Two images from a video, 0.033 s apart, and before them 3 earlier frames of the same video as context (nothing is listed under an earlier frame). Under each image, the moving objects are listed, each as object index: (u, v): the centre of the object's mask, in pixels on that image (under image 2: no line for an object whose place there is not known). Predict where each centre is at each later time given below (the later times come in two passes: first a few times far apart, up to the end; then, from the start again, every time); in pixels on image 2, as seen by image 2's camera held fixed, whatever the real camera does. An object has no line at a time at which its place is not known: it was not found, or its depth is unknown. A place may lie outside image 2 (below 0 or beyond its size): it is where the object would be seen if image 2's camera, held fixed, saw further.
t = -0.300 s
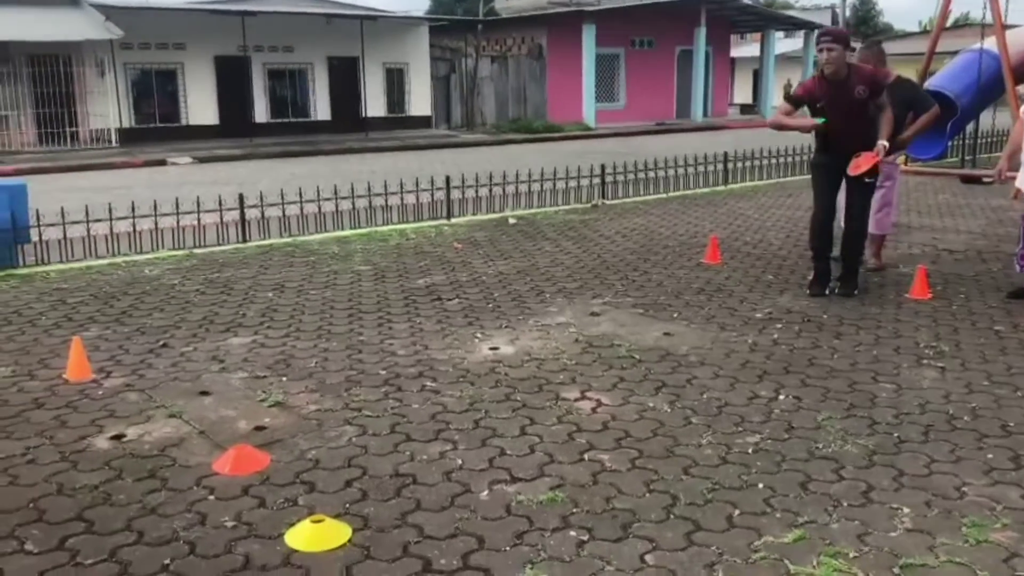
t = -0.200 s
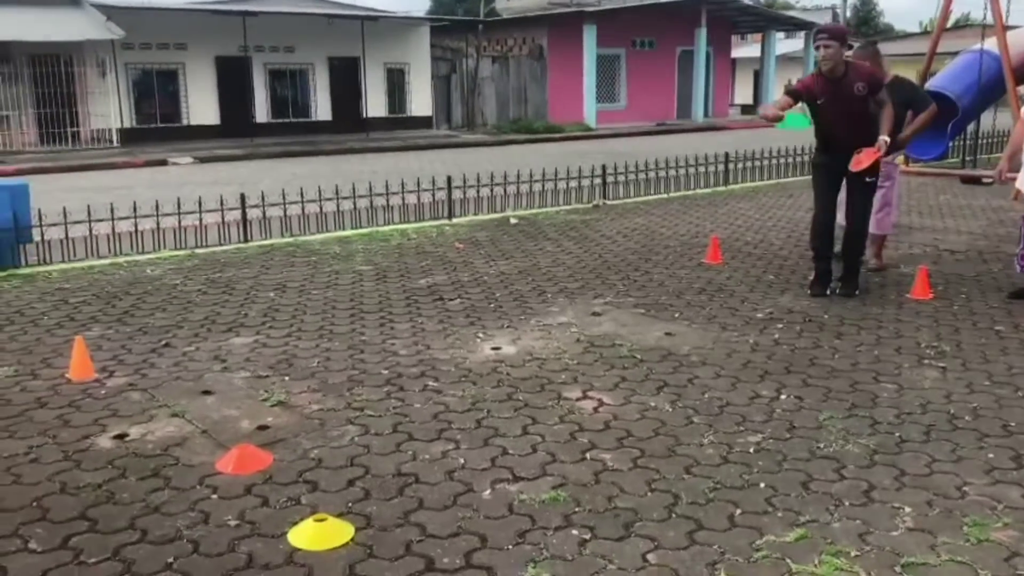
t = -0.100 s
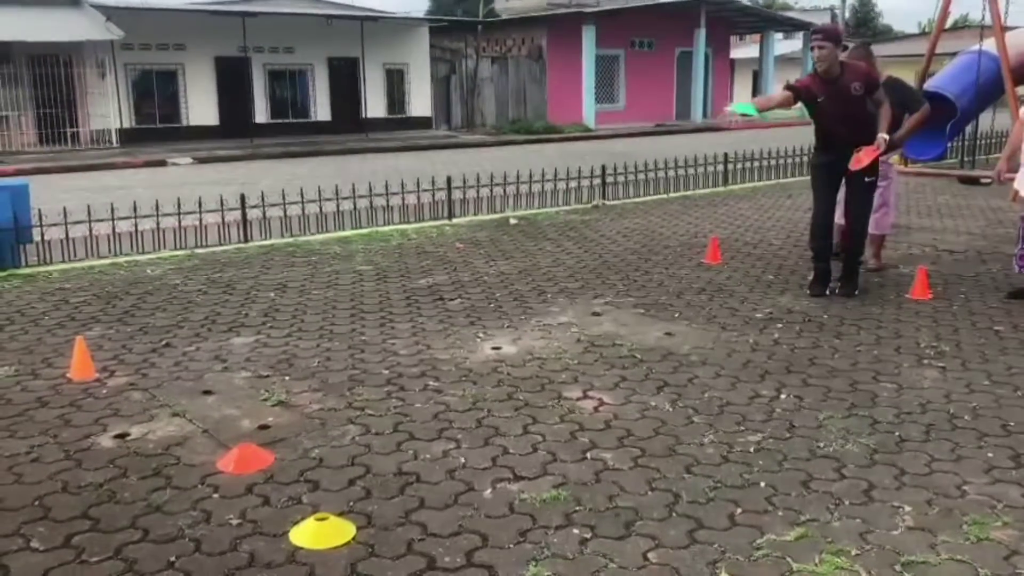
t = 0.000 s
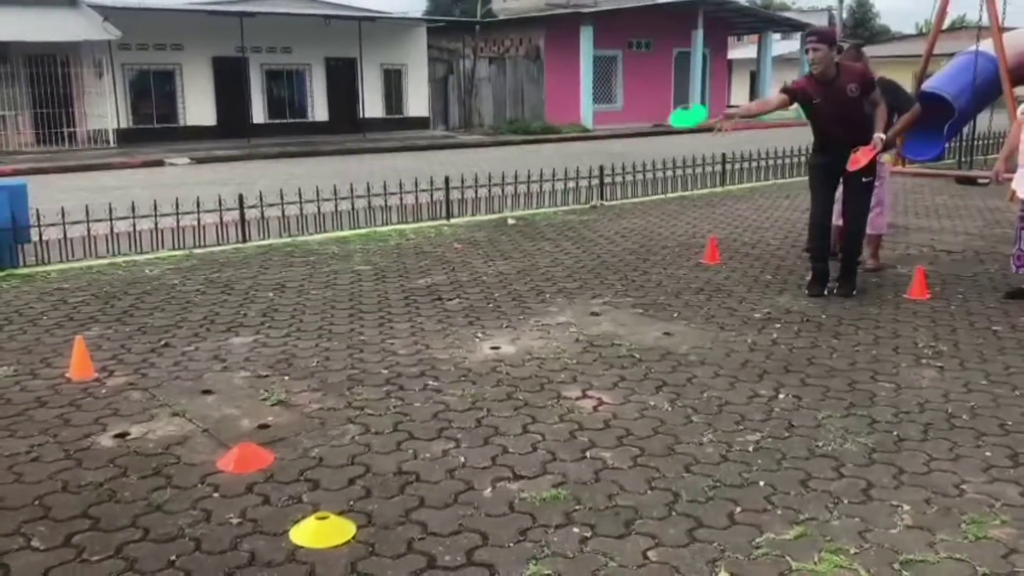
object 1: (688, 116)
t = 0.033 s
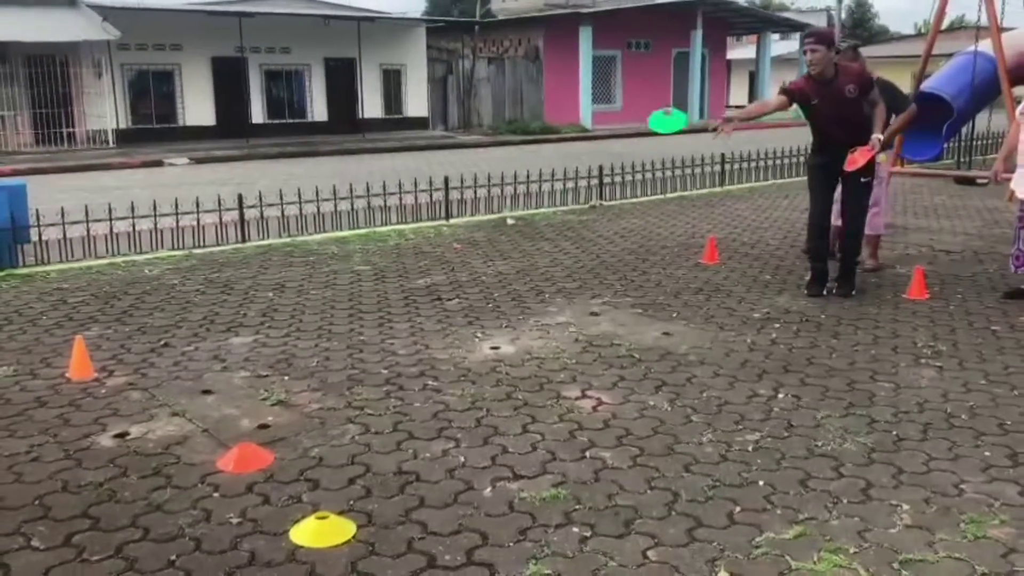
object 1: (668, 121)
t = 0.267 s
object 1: (531, 190)
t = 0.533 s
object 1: (361, 312)
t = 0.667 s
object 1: (289, 355)
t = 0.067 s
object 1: (648, 127)
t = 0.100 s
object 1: (630, 134)
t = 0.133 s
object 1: (612, 142)
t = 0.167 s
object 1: (593, 152)
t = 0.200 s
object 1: (572, 164)
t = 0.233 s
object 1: (552, 176)
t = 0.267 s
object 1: (531, 190)
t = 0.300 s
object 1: (511, 204)
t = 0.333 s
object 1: (490, 217)
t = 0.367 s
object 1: (468, 232)
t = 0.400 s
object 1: (447, 246)
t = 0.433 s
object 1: (425, 262)
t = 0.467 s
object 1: (404, 278)
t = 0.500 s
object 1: (382, 295)
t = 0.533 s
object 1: (361, 312)
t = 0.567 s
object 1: (341, 329)
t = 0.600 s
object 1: (321, 348)
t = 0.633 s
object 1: (302, 355)
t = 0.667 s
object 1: (289, 355)
